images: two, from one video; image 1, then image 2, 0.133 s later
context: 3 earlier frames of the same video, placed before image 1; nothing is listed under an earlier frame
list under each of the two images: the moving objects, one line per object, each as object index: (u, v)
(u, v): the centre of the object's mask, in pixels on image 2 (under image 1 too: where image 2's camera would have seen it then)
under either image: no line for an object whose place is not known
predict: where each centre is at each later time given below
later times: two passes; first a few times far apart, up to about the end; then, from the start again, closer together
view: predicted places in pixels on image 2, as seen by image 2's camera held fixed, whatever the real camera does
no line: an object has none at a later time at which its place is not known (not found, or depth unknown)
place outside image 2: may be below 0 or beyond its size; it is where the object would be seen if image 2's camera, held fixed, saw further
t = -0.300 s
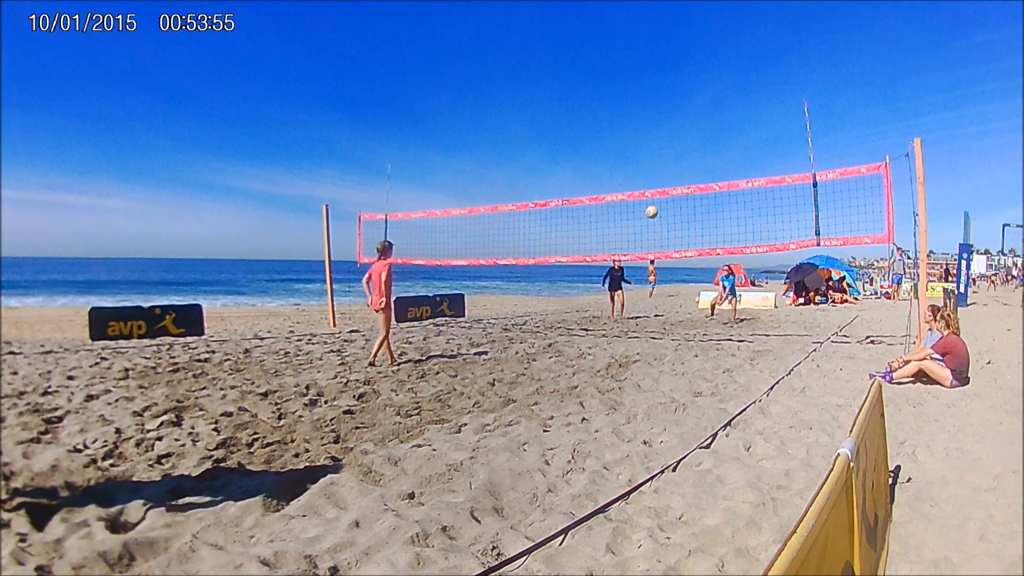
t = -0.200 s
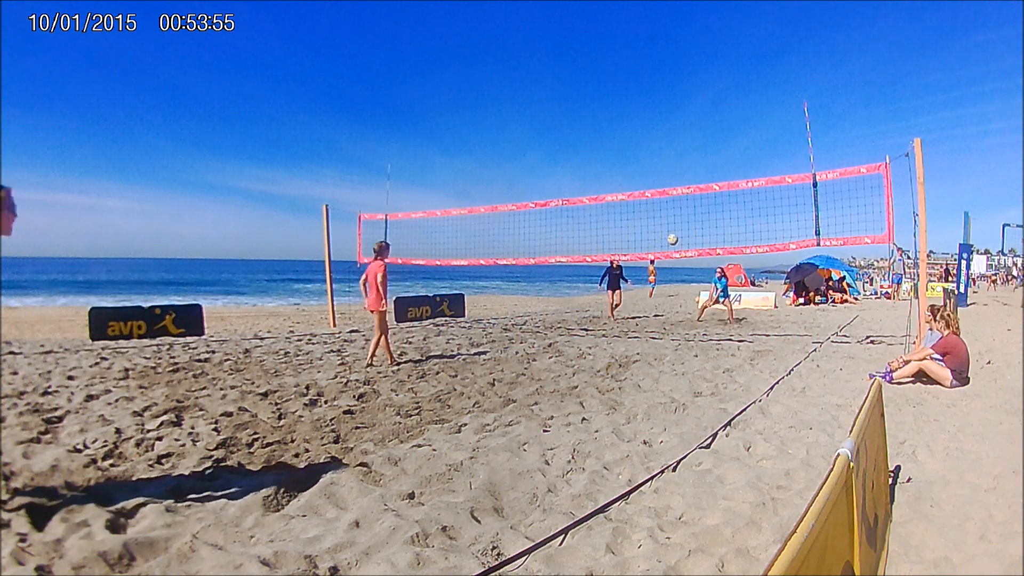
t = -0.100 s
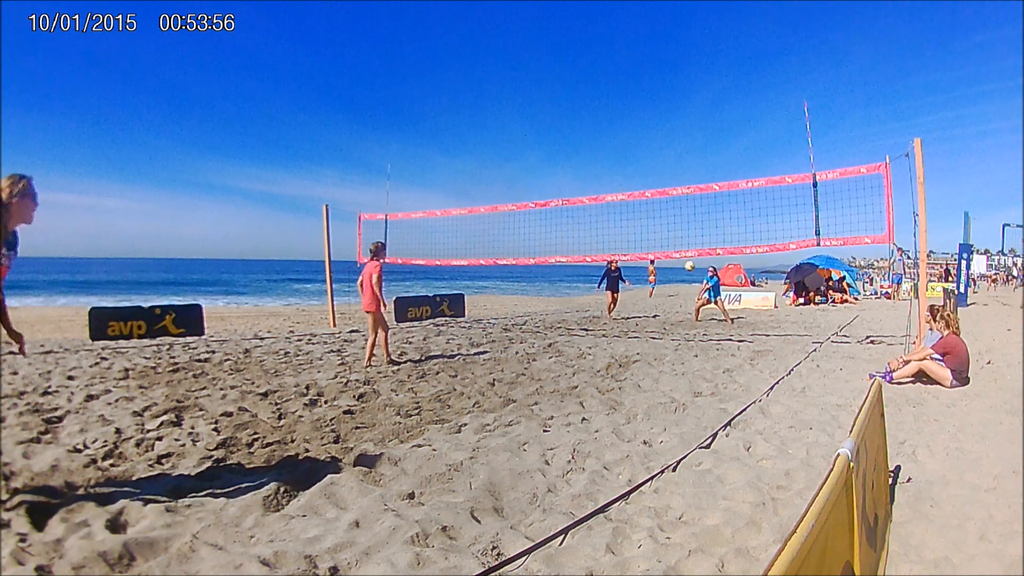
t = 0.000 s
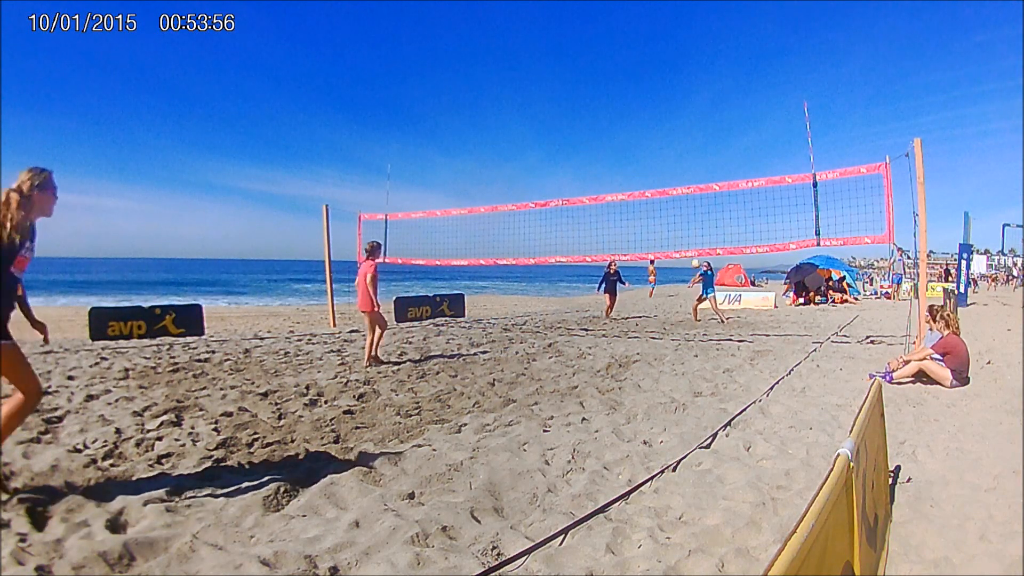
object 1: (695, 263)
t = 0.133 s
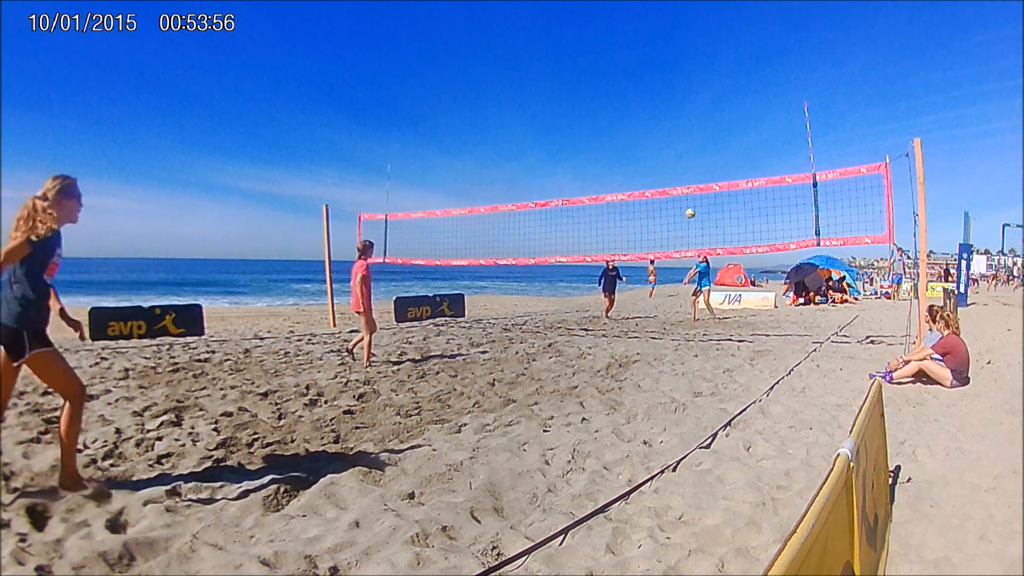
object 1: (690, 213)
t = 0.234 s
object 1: (686, 180)
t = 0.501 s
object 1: (673, 116)
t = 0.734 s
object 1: (665, 86)
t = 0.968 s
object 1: (657, 79)
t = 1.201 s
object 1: (650, 96)
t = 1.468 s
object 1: (641, 146)
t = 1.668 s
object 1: (634, 209)
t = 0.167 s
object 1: (688, 202)
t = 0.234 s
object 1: (686, 180)
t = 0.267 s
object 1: (684, 171)
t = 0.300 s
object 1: (682, 162)
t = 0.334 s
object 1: (680, 153)
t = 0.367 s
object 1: (679, 144)
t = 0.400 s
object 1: (678, 136)
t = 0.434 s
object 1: (677, 129)
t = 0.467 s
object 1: (675, 122)
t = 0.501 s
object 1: (673, 116)
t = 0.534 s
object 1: (672, 111)
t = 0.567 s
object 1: (671, 105)
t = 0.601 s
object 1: (669, 100)
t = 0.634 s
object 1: (668, 96)
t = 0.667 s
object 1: (667, 93)
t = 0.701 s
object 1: (666, 89)
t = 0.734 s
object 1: (665, 86)
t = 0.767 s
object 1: (663, 84)
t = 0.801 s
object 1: (662, 82)
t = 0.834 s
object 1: (661, 80)
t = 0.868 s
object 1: (660, 79)
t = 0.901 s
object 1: (659, 79)
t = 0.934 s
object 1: (658, 78)
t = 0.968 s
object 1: (657, 79)
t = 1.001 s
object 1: (656, 80)
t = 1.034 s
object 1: (655, 81)
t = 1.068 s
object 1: (653, 83)
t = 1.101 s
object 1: (653, 85)
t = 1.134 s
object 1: (652, 88)
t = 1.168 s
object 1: (651, 92)
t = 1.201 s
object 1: (650, 96)
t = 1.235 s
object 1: (648, 100)
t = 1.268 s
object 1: (647, 105)
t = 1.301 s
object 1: (647, 110)
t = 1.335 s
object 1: (646, 117)
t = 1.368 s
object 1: (645, 123)
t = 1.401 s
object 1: (643, 130)
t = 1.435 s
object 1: (642, 138)
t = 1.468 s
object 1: (641, 146)
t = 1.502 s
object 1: (640, 155)
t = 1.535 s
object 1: (639, 165)
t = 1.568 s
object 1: (638, 175)
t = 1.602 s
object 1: (637, 186)
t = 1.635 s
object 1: (636, 201)
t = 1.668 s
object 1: (634, 209)
